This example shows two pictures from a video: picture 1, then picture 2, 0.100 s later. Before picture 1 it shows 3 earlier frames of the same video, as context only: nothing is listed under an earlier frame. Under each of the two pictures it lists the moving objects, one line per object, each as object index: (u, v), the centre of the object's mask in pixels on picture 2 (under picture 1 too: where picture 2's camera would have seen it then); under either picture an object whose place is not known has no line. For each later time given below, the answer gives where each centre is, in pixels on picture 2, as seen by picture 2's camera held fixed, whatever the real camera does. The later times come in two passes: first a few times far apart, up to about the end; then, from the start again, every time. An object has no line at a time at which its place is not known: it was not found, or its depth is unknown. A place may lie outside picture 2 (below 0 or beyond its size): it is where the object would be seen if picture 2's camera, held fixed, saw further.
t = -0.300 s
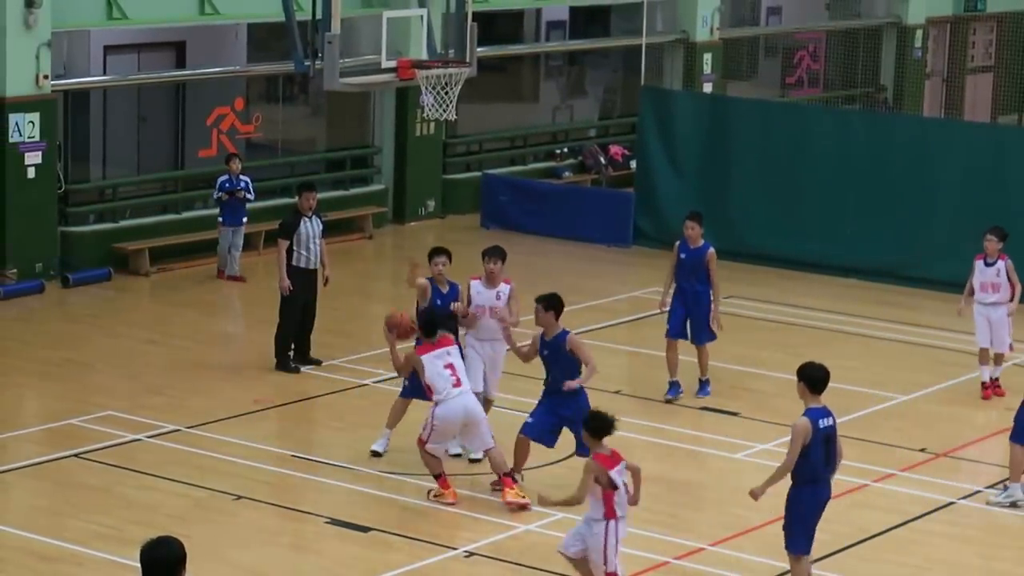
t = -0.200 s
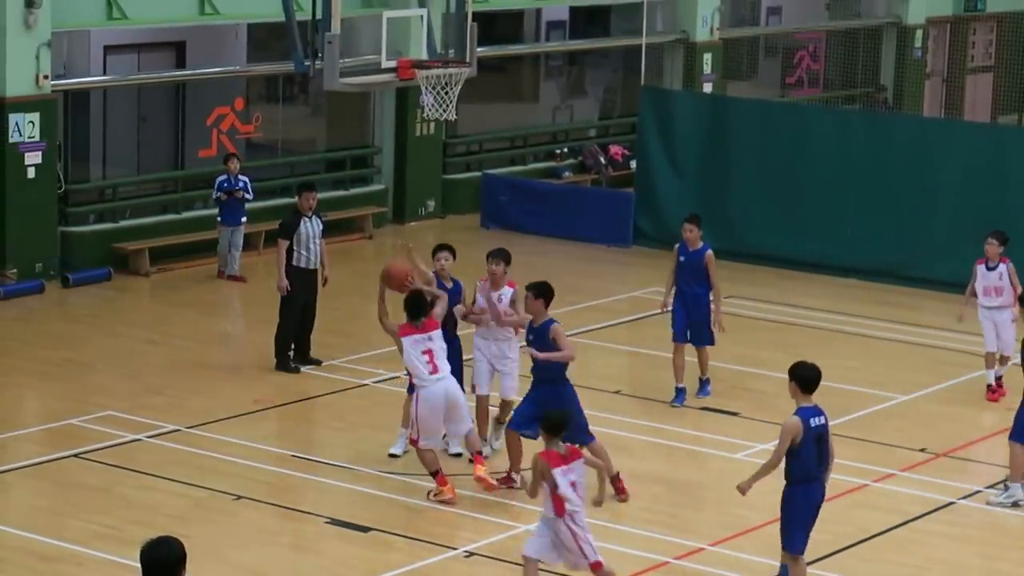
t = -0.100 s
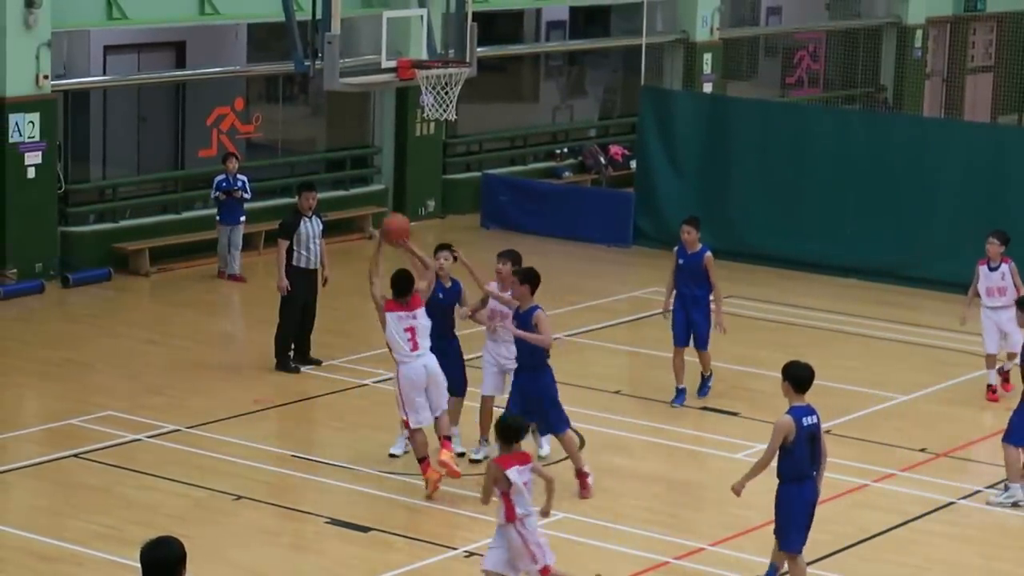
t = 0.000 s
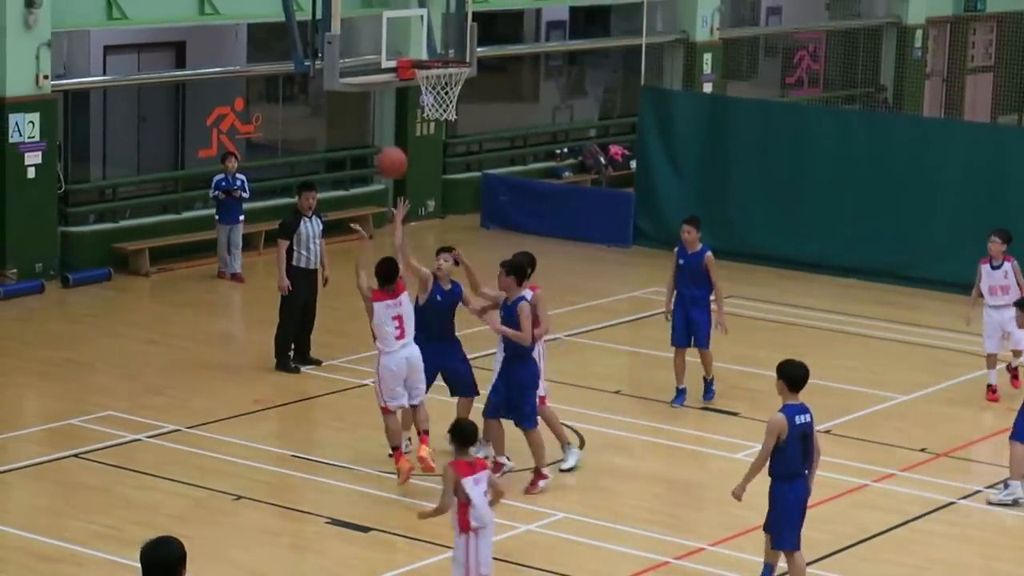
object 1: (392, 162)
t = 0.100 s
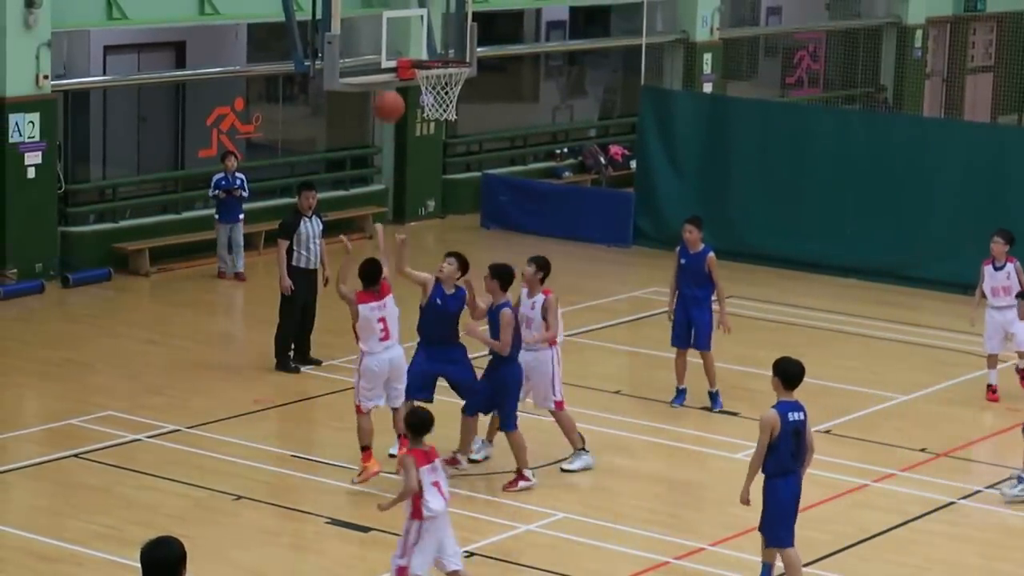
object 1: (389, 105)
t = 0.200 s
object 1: (385, 60)
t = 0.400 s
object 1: (378, 17)
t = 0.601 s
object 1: (410, 32)
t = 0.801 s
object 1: (441, 38)
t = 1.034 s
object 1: (461, 62)
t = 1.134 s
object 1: (471, 93)
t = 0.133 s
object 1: (388, 90)
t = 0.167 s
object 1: (386, 76)
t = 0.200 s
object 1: (385, 60)
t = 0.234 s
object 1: (384, 51)
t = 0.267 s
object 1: (382, 41)
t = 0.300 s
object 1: (382, 34)
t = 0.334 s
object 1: (381, 27)
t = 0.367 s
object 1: (380, 21)
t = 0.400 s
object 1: (378, 17)
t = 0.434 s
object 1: (377, 14)
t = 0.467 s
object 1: (378, 14)
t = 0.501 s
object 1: (386, 16)
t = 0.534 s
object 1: (394, 20)
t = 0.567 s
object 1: (402, 25)
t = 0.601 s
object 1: (410, 32)
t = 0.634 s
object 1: (419, 40)
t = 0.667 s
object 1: (426, 49)
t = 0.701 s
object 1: (431, 48)
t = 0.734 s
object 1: (434, 44)
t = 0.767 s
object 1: (437, 41)
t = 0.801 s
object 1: (441, 38)
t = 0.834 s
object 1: (443, 38)
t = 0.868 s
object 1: (446, 38)
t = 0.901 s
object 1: (449, 41)
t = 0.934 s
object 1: (452, 43)
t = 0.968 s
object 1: (457, 49)
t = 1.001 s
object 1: (458, 55)
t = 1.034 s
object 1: (461, 62)
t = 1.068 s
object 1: (464, 72)
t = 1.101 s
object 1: (468, 82)
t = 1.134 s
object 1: (471, 93)
